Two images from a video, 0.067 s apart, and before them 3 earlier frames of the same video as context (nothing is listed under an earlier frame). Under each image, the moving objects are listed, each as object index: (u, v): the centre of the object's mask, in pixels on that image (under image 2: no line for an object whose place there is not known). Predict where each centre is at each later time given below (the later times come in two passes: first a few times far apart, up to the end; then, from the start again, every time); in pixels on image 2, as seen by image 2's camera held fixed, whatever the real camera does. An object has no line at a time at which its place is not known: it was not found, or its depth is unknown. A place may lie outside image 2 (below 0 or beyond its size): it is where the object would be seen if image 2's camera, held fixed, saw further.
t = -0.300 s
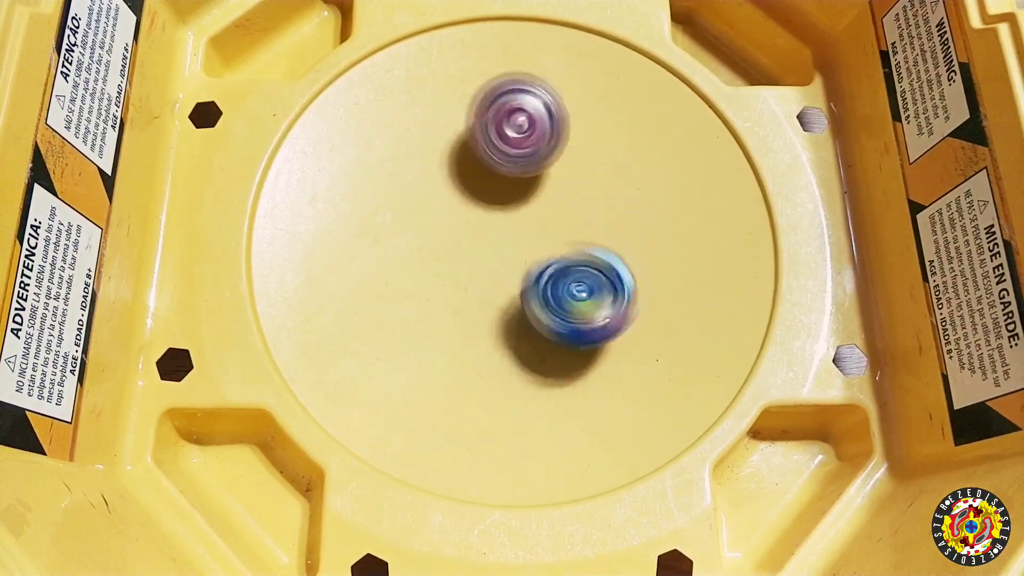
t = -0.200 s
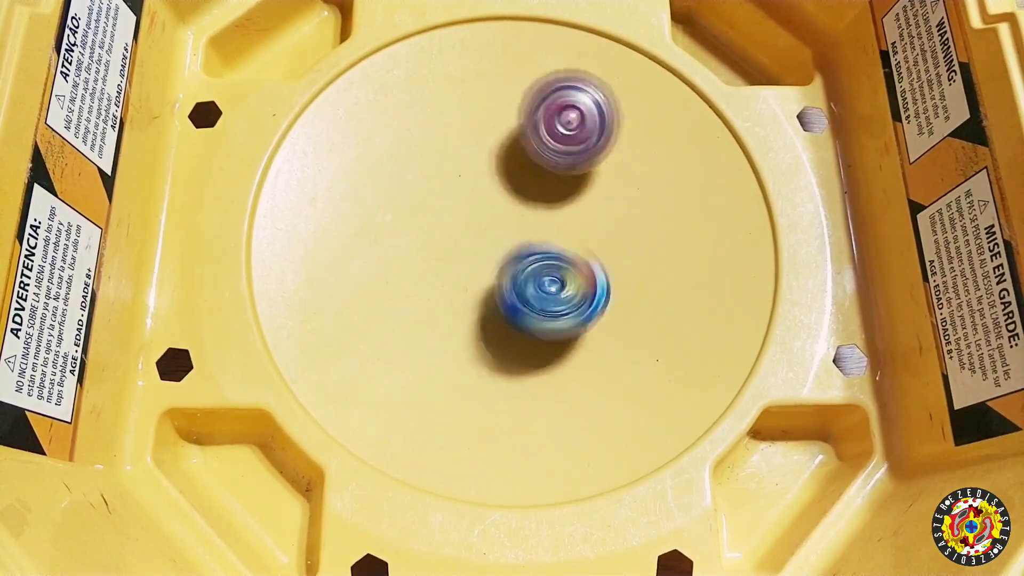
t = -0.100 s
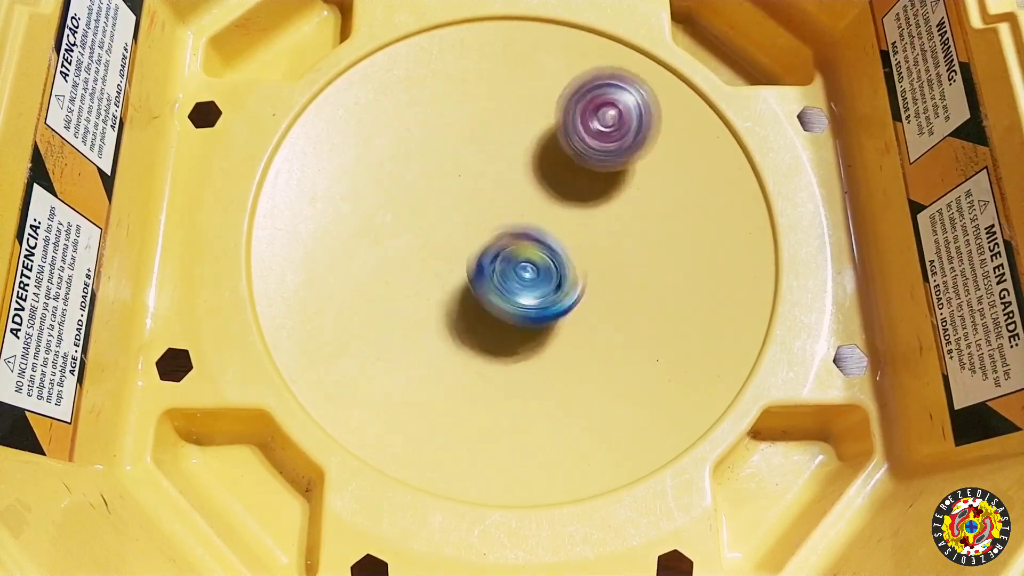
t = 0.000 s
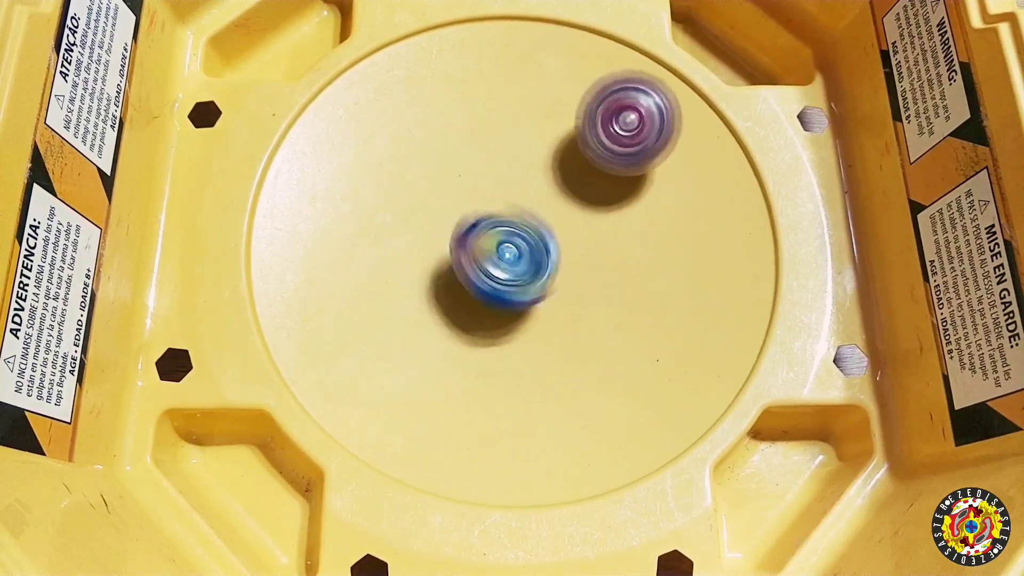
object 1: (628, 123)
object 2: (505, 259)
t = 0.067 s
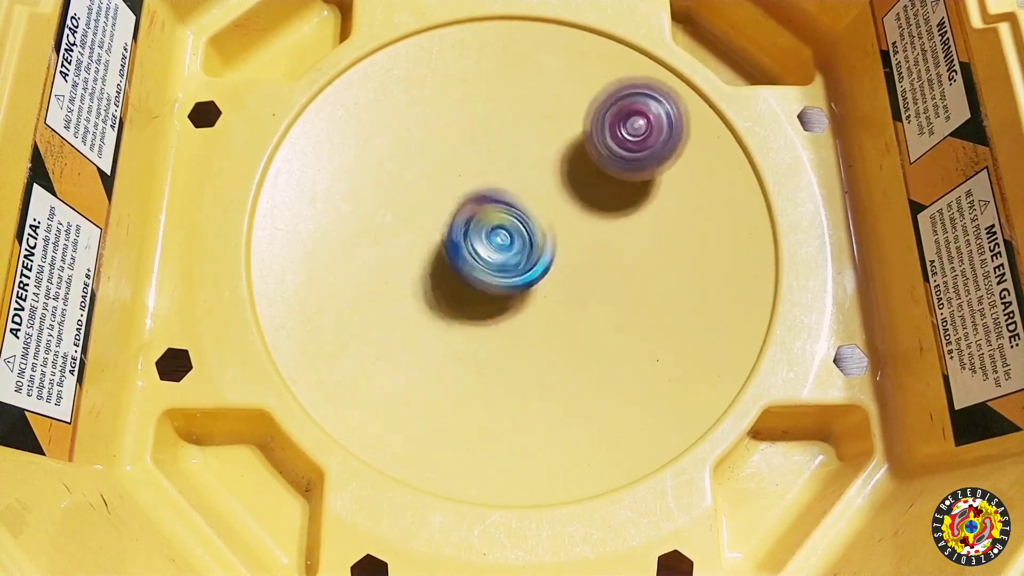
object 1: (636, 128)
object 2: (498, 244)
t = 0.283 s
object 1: (643, 169)
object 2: (496, 190)
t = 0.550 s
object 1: (621, 285)
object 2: (542, 156)
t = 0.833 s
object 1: (591, 379)
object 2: (572, 198)
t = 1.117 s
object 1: (533, 374)
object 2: (540, 252)
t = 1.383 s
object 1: (375, 306)
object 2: (554, 184)
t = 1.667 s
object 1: (307, 234)
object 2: (608, 154)
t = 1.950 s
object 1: (380, 184)
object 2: (561, 213)
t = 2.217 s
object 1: (466, 41)
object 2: (476, 220)
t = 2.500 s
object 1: (492, 40)
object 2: (468, 198)
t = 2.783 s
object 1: (613, 191)
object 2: (483, 244)
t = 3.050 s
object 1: (748, 294)
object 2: (461, 257)
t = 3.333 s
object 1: (697, 307)
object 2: (486, 260)
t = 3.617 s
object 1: (508, 363)
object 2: (459, 257)
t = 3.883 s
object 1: (417, 363)
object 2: (472, 253)
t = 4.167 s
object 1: (401, 280)
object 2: (490, 267)
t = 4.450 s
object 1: (374, 187)
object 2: (491, 264)
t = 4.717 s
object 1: (451, 147)
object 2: (490, 264)
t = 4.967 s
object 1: (567, 137)
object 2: (490, 264)
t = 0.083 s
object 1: (638, 130)
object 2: (496, 240)
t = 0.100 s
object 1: (640, 132)
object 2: (494, 236)
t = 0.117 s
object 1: (640, 133)
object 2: (492, 231)
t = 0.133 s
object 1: (641, 137)
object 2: (491, 227)
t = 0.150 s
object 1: (642, 139)
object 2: (491, 222)
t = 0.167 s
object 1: (643, 142)
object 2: (491, 219)
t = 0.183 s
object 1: (643, 144)
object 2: (492, 215)
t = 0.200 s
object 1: (643, 148)
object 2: (493, 210)
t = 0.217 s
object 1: (643, 152)
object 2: (493, 206)
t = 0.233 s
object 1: (644, 156)
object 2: (493, 201)
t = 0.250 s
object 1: (644, 160)
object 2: (493, 197)
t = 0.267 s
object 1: (643, 165)
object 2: (495, 193)
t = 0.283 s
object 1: (643, 169)
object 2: (496, 190)
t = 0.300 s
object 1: (643, 174)
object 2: (499, 187)
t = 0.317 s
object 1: (642, 179)
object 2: (502, 183)
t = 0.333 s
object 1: (640, 186)
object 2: (503, 180)
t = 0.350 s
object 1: (639, 192)
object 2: (505, 176)
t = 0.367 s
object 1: (639, 199)
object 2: (506, 173)
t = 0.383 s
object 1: (637, 205)
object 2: (509, 171)
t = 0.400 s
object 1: (636, 213)
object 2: (513, 168)
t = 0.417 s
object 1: (634, 220)
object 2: (515, 166)
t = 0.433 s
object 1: (633, 229)
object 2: (520, 164)
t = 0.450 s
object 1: (631, 235)
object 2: (522, 162)
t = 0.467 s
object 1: (629, 244)
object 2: (524, 160)
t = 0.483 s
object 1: (627, 252)
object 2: (528, 159)
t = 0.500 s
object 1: (626, 262)
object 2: (532, 158)
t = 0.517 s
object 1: (625, 268)
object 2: (535, 158)
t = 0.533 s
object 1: (623, 277)
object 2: (539, 158)
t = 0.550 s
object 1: (621, 285)
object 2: (542, 156)
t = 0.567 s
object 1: (620, 294)
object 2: (544, 158)
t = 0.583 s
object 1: (618, 300)
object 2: (547, 158)
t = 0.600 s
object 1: (616, 308)
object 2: (550, 159)
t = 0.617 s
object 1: (614, 316)
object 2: (555, 161)
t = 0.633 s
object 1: (614, 323)
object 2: (557, 163)
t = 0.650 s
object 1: (611, 330)
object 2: (559, 164)
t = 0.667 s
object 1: (610, 337)
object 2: (561, 165)
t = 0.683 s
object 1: (608, 343)
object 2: (564, 168)
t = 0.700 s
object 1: (607, 348)
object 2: (565, 172)
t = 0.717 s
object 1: (605, 353)
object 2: (567, 175)
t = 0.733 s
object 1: (603, 358)
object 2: (569, 176)
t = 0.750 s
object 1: (602, 363)
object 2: (569, 180)
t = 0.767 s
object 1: (600, 366)
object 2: (570, 184)
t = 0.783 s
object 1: (598, 370)
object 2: (571, 187)
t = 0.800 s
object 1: (596, 374)
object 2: (572, 190)
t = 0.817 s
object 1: (594, 376)
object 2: (573, 194)
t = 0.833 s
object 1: (591, 379)
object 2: (572, 198)
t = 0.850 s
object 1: (589, 381)
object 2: (572, 201)
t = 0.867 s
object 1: (587, 382)
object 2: (572, 206)
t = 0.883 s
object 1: (585, 383)
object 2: (571, 210)
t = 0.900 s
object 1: (582, 384)
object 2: (570, 213)
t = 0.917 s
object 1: (579, 385)
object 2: (570, 216)
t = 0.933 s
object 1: (577, 385)
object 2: (567, 220)
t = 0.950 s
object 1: (573, 386)
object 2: (566, 224)
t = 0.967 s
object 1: (569, 386)
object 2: (563, 228)
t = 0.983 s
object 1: (566, 386)
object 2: (563, 231)
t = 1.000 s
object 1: (562, 384)
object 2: (560, 234)
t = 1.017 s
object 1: (558, 383)
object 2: (557, 237)
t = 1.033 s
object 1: (554, 383)
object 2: (554, 241)
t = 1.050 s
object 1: (550, 381)
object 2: (552, 243)
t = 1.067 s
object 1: (546, 380)
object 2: (550, 246)
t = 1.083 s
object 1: (541, 379)
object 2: (546, 248)
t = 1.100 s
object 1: (538, 377)
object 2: (543, 250)
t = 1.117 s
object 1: (533, 374)
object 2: (540, 252)
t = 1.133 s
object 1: (528, 373)
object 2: (536, 254)
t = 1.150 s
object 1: (523, 371)
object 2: (533, 256)
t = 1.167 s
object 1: (518, 367)
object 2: (528, 257)
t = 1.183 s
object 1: (513, 363)
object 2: (525, 259)
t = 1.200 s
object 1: (505, 360)
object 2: (525, 257)
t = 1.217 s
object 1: (495, 357)
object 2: (526, 258)
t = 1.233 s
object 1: (484, 355)
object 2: (530, 248)
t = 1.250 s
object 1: (467, 349)
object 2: (537, 241)
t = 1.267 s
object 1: (456, 344)
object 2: (539, 233)
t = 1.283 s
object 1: (444, 339)
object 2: (541, 225)
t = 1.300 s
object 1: (430, 331)
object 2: (543, 218)
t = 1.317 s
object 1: (418, 326)
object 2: (546, 210)
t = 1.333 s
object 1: (406, 322)
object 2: (549, 204)
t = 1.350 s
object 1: (393, 316)
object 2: (551, 199)
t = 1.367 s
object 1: (384, 310)
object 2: (553, 192)
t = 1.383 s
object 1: (375, 306)
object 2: (554, 184)
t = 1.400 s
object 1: (365, 300)
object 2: (559, 178)
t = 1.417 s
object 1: (357, 293)
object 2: (563, 171)
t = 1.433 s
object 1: (351, 288)
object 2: (568, 167)
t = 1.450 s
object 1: (342, 283)
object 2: (572, 164)
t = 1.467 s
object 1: (335, 277)
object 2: (574, 162)
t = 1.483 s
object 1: (331, 271)
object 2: (577, 158)
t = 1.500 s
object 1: (326, 267)
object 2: (582, 155)
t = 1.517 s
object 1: (320, 263)
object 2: (584, 151)
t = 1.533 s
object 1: (316, 258)
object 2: (588, 149)
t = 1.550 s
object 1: (313, 255)
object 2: (593, 148)
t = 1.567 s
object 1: (311, 252)
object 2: (595, 149)
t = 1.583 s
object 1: (308, 247)
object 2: (599, 149)
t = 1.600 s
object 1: (307, 245)
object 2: (601, 150)
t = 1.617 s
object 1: (307, 243)
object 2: (601, 152)
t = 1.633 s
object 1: (306, 240)
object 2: (603, 152)
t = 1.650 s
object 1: (306, 237)
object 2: (605, 152)
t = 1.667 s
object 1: (307, 234)
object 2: (608, 154)
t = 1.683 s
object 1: (307, 232)
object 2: (609, 156)
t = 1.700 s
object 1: (308, 230)
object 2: (609, 160)
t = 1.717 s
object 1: (309, 227)
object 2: (608, 163)
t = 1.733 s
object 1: (311, 224)
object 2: (608, 166)
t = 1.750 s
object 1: (313, 223)
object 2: (609, 170)
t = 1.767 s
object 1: (315, 220)
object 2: (608, 175)
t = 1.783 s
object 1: (320, 217)
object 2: (607, 180)
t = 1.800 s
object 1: (323, 215)
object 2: (603, 184)
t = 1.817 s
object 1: (327, 212)
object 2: (601, 187)
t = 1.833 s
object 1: (331, 210)
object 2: (597, 192)
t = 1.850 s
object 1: (337, 207)
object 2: (594, 195)
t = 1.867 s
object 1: (343, 204)
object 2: (589, 199)
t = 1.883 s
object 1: (349, 201)
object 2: (585, 203)
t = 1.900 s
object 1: (358, 196)
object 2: (579, 206)
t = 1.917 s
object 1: (365, 192)
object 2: (574, 210)
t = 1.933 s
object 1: (373, 189)
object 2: (568, 211)
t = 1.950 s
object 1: (380, 184)
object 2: (561, 213)
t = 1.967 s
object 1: (390, 178)
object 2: (555, 215)
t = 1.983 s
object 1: (400, 172)
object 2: (549, 216)
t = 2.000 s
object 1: (408, 167)
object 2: (542, 217)
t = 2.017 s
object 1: (417, 160)
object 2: (535, 217)
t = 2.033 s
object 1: (428, 152)
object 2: (528, 218)
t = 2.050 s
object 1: (434, 141)
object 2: (525, 221)
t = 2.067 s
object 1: (437, 128)
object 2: (519, 226)
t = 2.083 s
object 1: (440, 115)
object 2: (516, 228)
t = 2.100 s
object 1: (444, 101)
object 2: (507, 230)
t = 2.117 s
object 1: (449, 88)
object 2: (500, 229)
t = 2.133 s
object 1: (452, 77)
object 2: (492, 228)
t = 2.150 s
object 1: (456, 68)
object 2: (487, 226)
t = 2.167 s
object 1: (458, 59)
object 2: (481, 226)
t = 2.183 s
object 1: (460, 50)
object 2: (480, 224)
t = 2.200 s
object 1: (463, 45)
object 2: (477, 221)
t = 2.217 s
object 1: (466, 41)
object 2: (476, 220)
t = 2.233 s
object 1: (469, 38)
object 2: (472, 218)
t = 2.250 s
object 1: (470, 36)
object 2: (469, 217)
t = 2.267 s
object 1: (472, 34)
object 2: (464, 213)
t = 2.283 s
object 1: (474, 33)
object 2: (463, 212)
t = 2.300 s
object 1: (474, 32)
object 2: (461, 207)
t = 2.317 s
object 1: (476, 31)
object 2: (460, 205)
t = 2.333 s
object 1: (476, 31)
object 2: (460, 201)
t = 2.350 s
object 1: (478, 31)
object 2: (460, 200)
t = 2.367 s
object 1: (479, 31)
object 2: (460, 196)
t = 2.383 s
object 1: (480, 31)
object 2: (461, 196)
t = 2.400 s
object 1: (482, 32)
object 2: (462, 195)
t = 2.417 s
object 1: (483, 32)
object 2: (465, 196)
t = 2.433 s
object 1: (485, 33)
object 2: (465, 196)
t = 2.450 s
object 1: (487, 34)
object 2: (466, 197)
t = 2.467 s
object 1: (489, 36)
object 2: (466, 198)
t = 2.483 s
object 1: (491, 37)
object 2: (467, 198)
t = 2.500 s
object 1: (492, 40)
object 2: (468, 198)
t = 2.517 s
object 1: (495, 42)
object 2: (469, 197)
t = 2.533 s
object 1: (498, 45)
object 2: (471, 198)
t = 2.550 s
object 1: (501, 49)
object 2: (473, 197)
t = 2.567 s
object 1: (505, 55)
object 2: (476, 200)
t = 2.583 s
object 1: (509, 65)
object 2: (479, 201)
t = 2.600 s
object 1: (514, 73)
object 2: (483, 204)
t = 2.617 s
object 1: (521, 83)
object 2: (486, 209)
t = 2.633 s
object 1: (529, 92)
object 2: (487, 213)
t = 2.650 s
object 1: (536, 101)
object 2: (488, 217)
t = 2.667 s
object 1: (544, 113)
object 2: (485, 222)
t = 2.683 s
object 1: (552, 124)
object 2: (484, 227)
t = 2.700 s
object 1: (560, 136)
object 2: (483, 229)
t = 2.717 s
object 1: (569, 146)
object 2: (484, 231)
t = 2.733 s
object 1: (579, 157)
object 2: (484, 233)
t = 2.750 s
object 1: (591, 168)
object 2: (484, 236)
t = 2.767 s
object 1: (601, 179)
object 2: (483, 240)
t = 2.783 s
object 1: (613, 191)
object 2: (483, 244)
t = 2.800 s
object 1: (623, 200)
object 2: (479, 247)
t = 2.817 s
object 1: (634, 210)
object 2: (479, 250)
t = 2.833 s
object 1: (645, 218)
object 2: (474, 252)
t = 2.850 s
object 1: (657, 227)
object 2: (471, 253)
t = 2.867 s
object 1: (670, 235)
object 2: (468, 255)
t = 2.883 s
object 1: (681, 243)
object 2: (465, 255)
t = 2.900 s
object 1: (691, 252)
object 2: (463, 256)
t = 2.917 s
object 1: (700, 258)
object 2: (460, 256)
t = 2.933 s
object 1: (708, 265)
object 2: (462, 254)
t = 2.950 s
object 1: (717, 270)
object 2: (461, 255)
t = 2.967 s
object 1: (724, 275)
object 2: (461, 254)
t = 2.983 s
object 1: (732, 281)
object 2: (463, 254)
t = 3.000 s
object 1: (737, 284)
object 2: (464, 255)
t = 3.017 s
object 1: (742, 288)
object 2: (465, 257)
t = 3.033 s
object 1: (746, 291)
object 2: (463, 257)
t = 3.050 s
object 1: (748, 294)
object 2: (461, 257)
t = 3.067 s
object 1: (749, 295)
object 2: (459, 255)
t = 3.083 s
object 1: (749, 297)
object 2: (459, 254)
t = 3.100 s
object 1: (750, 297)
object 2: (458, 250)
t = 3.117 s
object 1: (749, 298)
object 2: (459, 247)
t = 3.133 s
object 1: (749, 300)
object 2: (461, 245)
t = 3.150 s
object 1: (748, 300)
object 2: (463, 244)
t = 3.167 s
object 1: (746, 301)
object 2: (468, 246)
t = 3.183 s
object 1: (744, 302)
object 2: (470, 247)
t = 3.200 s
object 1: (742, 303)
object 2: (472, 252)
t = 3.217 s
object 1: (740, 302)
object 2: (472, 257)
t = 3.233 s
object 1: (736, 303)
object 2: (471, 259)
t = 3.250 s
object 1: (732, 303)
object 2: (473, 260)
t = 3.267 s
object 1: (727, 304)
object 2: (475, 258)
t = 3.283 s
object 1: (722, 305)
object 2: (477, 258)
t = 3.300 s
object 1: (715, 306)
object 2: (480, 259)
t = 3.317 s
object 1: (706, 306)
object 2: (484, 258)
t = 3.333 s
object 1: (697, 307)
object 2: (486, 260)
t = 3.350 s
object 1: (685, 307)
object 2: (489, 261)
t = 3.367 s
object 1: (675, 307)
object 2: (489, 266)
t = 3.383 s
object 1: (662, 309)
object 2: (489, 268)
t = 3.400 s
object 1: (648, 310)
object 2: (489, 269)
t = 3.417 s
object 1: (633, 313)
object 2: (488, 271)
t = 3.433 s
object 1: (619, 313)
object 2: (487, 273)
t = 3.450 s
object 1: (603, 317)
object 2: (486, 273)
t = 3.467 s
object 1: (588, 319)
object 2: (486, 273)
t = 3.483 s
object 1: (574, 322)
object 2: (485, 272)
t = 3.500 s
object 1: (565, 329)
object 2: (481, 270)
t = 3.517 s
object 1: (558, 338)
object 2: (477, 267)
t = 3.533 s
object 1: (549, 343)
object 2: (473, 262)
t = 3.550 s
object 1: (541, 349)
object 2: (470, 261)
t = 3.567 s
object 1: (531, 352)
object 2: (464, 261)
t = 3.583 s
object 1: (523, 356)
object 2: (459, 259)
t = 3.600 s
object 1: (515, 360)
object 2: (459, 258)
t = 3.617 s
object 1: (508, 363)
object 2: (459, 257)
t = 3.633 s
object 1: (500, 366)
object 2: (459, 252)
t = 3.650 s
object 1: (493, 367)
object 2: (459, 250)
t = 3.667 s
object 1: (485, 370)
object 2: (460, 249)
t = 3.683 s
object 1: (480, 372)
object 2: (461, 249)
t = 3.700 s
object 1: (472, 374)
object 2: (462, 249)
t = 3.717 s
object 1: (466, 374)
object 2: (464, 249)
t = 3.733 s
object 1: (459, 376)
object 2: (464, 249)
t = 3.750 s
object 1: (453, 375)
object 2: (464, 250)
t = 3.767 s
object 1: (447, 375)
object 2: (465, 253)
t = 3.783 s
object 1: (442, 374)
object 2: (466, 254)
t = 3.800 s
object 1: (437, 373)
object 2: (468, 252)
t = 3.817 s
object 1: (432, 372)
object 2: (468, 252)
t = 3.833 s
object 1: (428, 371)
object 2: (469, 254)
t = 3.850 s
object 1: (424, 368)
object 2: (468, 256)
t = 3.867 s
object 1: (421, 366)
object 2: (470, 253)
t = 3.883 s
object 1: (417, 363)
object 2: (472, 253)
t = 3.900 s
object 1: (415, 361)
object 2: (473, 255)
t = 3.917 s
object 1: (412, 358)
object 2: (474, 256)
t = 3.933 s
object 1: (410, 355)
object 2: (474, 257)
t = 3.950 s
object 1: (408, 352)
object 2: (474, 258)
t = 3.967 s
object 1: (408, 349)
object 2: (474, 259)
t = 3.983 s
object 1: (406, 346)
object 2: (473, 261)
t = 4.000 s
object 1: (406, 342)
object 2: (478, 259)
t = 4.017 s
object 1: (404, 337)
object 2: (477, 262)
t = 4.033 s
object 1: (404, 333)
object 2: (479, 262)
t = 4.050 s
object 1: (403, 327)
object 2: (480, 262)
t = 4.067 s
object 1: (404, 322)
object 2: (482, 260)
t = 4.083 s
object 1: (404, 315)
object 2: (483, 259)
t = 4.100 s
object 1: (405, 309)
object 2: (484, 258)
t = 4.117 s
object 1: (404, 302)
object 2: (485, 259)
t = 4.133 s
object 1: (406, 295)
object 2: (486, 260)
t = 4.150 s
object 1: (405, 287)
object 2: (487, 262)
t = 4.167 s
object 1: (401, 280)
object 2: (490, 267)
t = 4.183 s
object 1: (393, 272)
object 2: (490, 269)
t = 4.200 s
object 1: (387, 265)
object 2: (491, 269)
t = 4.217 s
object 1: (384, 259)
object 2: (492, 267)
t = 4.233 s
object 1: (380, 253)
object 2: (492, 266)
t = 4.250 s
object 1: (378, 247)
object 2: (491, 265)
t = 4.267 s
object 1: (375, 241)
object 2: (491, 264)
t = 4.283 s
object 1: (373, 234)
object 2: (490, 264)
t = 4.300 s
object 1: (371, 229)
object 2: (490, 263)
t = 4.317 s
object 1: (369, 224)
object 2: (490, 264)
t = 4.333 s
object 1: (369, 219)
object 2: (490, 264)
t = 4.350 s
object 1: (368, 214)
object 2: (490, 264)
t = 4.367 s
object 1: (369, 209)
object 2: (491, 264)
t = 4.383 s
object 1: (369, 204)
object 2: (490, 264)
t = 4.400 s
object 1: (370, 199)
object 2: (490, 264)
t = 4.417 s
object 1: (371, 194)
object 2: (490, 264)
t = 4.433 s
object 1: (372, 190)
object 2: (490, 264)
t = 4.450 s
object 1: (374, 187)
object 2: (491, 264)
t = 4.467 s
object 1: (375, 183)
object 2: (491, 263)
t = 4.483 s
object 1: (376, 181)
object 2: (491, 263)
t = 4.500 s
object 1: (379, 178)
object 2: (490, 264)
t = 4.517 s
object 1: (382, 175)
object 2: (490, 264)
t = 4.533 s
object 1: (385, 172)
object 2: (490, 264)
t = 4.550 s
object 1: (389, 169)
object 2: (490, 264)
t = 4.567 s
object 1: (394, 167)
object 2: (490, 264)
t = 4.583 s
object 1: (398, 163)
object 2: (490, 264)
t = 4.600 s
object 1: (404, 161)
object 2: (490, 264)
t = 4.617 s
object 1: (409, 158)
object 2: (490, 264)
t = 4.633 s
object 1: (415, 156)
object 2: (490, 264)
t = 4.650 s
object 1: (422, 154)
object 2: (490, 264)
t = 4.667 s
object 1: (429, 152)
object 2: (490, 264)
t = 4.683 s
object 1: (436, 150)
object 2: (490, 264)
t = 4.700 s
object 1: (443, 149)
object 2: (490, 264)
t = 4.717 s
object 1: (451, 147)
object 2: (490, 264)
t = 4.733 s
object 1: (458, 146)
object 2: (490, 264)
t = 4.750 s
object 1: (466, 144)
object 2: (490, 264)
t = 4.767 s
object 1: (474, 142)
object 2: (490, 264)
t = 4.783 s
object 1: (482, 141)
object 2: (491, 264)
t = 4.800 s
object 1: (490, 138)
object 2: (490, 264)
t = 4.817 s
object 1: (498, 138)
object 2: (490, 263)
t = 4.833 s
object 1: (506, 137)
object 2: (490, 263)
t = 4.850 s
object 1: (514, 137)
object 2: (490, 264)
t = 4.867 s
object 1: (522, 136)
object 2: (490, 263)
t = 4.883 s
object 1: (530, 136)
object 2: (490, 263)
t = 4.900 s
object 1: (538, 136)
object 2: (490, 264)
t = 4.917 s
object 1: (546, 136)
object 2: (490, 263)
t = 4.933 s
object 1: (553, 136)
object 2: (490, 264)
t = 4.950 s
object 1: (560, 136)
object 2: (490, 264)
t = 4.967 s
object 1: (567, 137)
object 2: (490, 264)
